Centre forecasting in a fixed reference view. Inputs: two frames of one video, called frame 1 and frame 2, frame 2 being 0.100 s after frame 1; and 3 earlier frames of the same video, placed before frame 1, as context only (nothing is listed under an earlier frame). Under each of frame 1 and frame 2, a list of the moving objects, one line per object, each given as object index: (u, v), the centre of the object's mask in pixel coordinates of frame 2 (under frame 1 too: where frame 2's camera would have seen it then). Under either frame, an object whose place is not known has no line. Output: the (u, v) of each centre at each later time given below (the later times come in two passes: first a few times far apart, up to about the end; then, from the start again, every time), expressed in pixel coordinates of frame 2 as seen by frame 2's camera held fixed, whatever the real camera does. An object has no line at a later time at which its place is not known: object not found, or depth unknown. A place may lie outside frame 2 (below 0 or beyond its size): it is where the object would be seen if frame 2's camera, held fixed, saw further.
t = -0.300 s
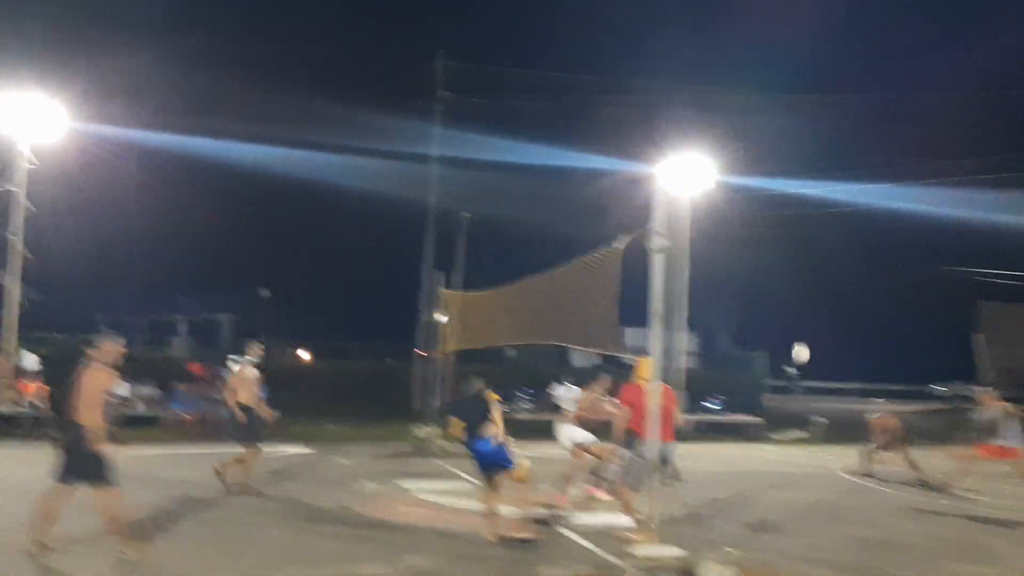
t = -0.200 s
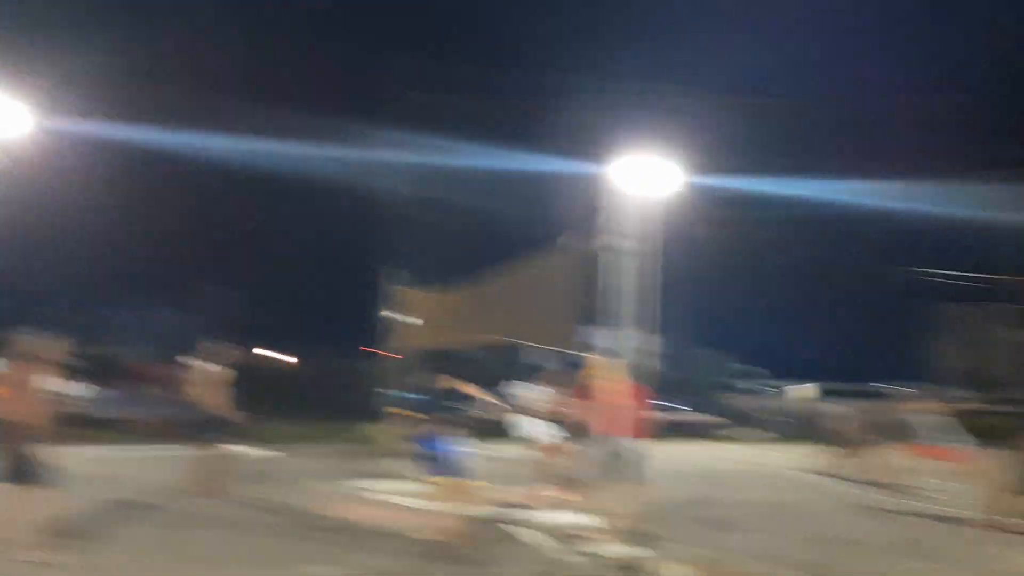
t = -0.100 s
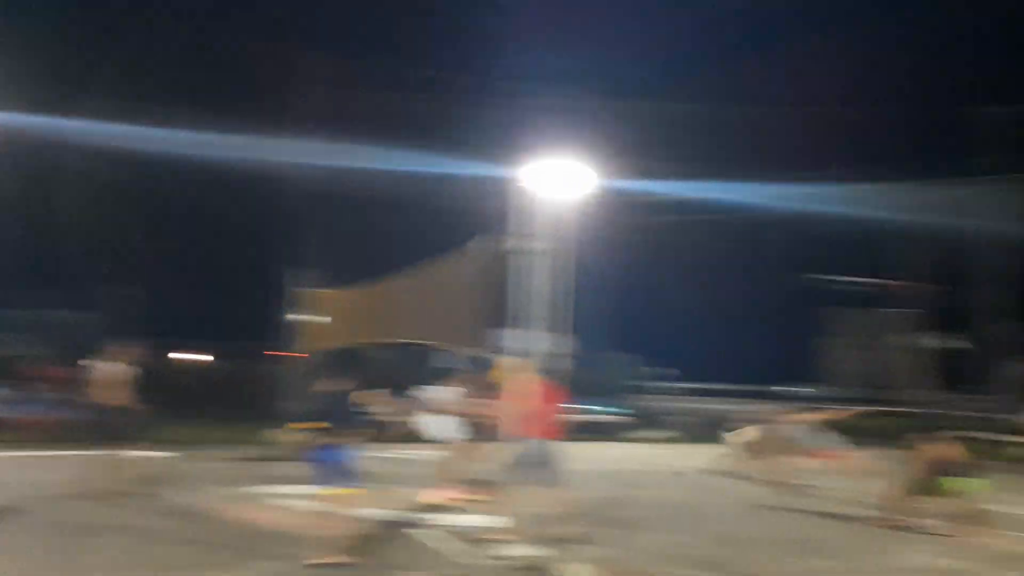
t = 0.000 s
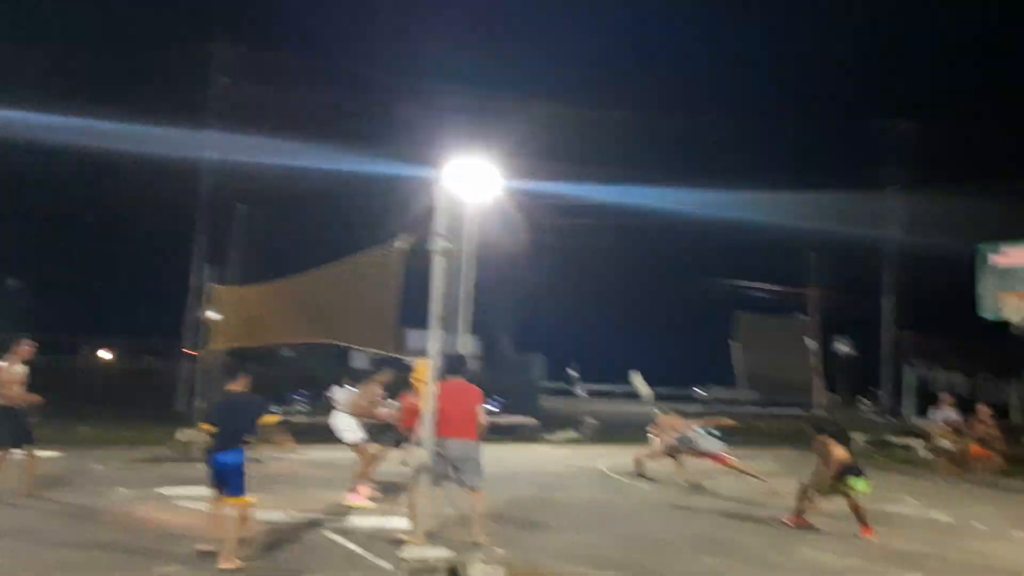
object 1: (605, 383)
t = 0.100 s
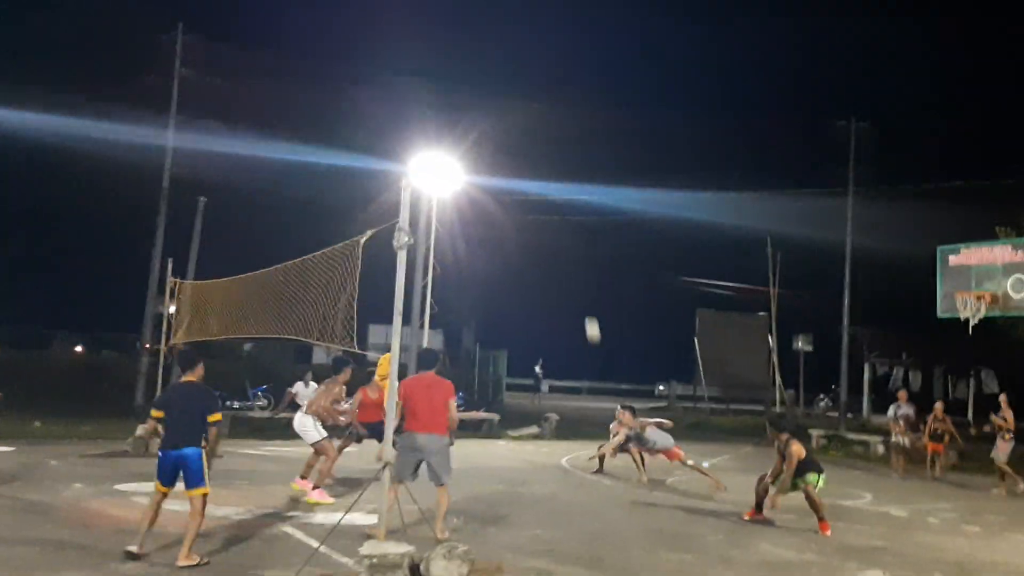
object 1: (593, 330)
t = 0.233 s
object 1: (579, 275)
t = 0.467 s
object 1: (558, 215)
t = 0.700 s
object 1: (540, 194)
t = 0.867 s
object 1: (526, 199)
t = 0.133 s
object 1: (589, 315)
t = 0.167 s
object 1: (586, 300)
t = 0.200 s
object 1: (583, 287)
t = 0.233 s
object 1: (579, 275)
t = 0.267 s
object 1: (576, 263)
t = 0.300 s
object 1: (573, 254)
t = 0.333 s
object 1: (570, 244)
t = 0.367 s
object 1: (567, 236)
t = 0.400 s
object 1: (564, 228)
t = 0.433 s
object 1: (561, 221)
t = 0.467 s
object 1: (558, 215)
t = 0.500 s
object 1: (556, 210)
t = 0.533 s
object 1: (553, 205)
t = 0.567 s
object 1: (550, 202)
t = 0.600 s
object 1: (547, 199)
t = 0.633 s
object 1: (545, 196)
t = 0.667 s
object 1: (542, 194)
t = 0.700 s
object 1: (540, 194)
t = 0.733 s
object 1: (537, 194)
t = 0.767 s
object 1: (534, 194)
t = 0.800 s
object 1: (531, 195)
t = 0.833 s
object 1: (529, 197)
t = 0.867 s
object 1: (526, 199)
